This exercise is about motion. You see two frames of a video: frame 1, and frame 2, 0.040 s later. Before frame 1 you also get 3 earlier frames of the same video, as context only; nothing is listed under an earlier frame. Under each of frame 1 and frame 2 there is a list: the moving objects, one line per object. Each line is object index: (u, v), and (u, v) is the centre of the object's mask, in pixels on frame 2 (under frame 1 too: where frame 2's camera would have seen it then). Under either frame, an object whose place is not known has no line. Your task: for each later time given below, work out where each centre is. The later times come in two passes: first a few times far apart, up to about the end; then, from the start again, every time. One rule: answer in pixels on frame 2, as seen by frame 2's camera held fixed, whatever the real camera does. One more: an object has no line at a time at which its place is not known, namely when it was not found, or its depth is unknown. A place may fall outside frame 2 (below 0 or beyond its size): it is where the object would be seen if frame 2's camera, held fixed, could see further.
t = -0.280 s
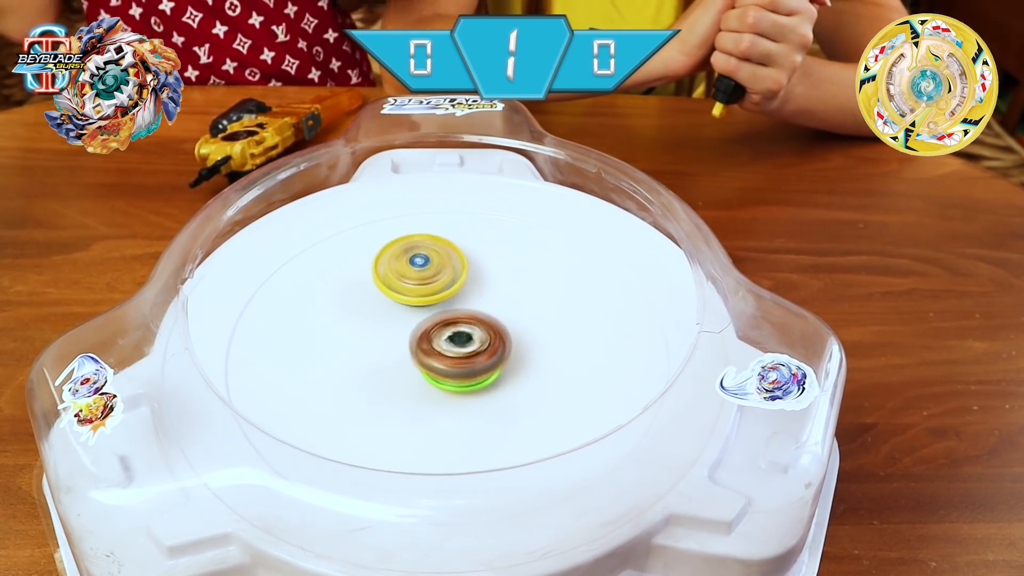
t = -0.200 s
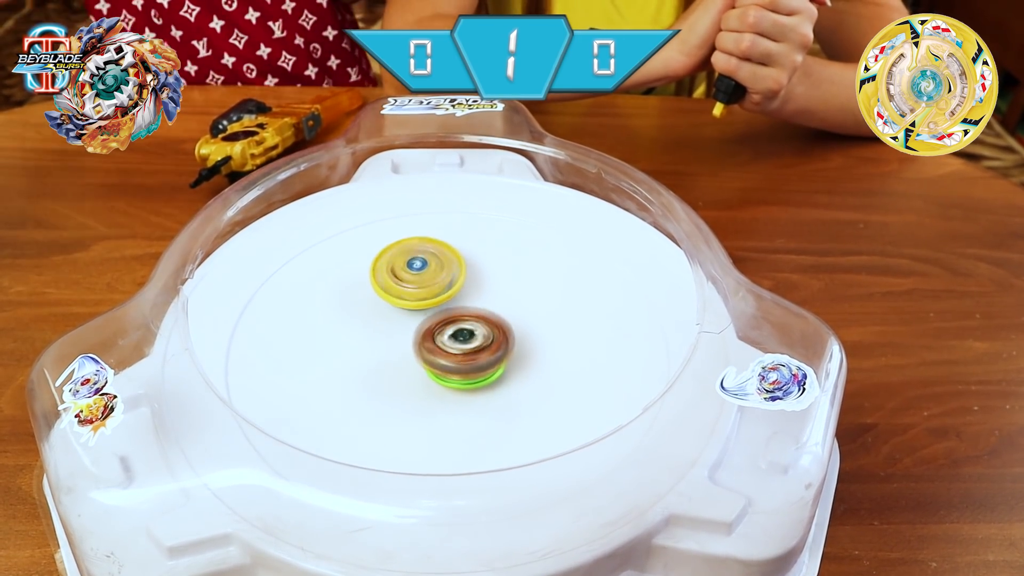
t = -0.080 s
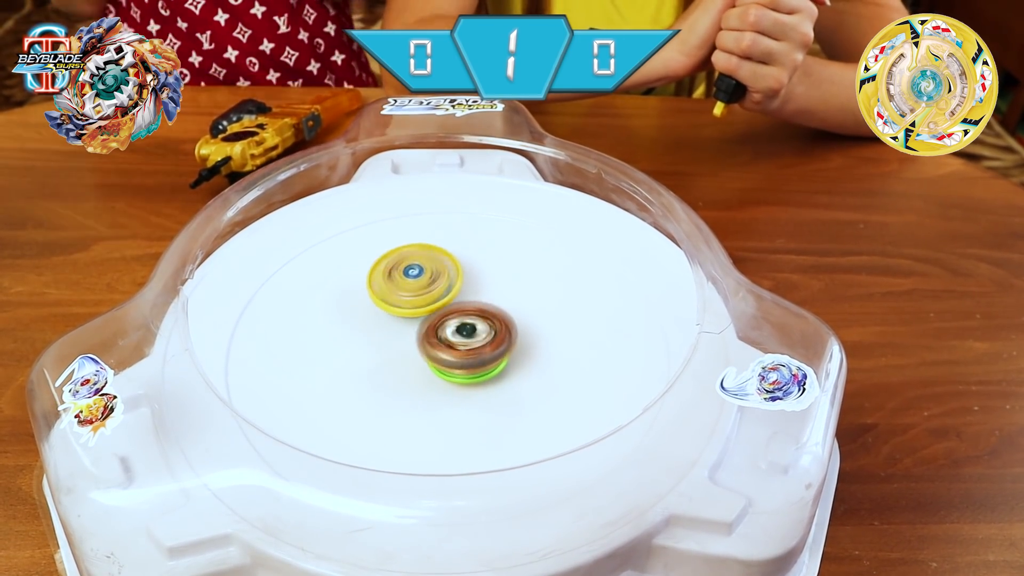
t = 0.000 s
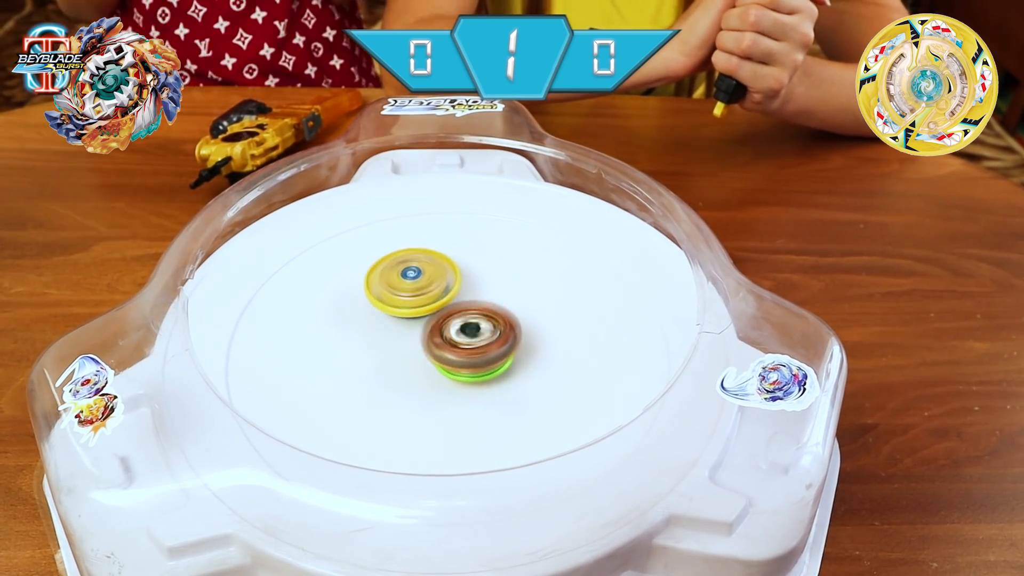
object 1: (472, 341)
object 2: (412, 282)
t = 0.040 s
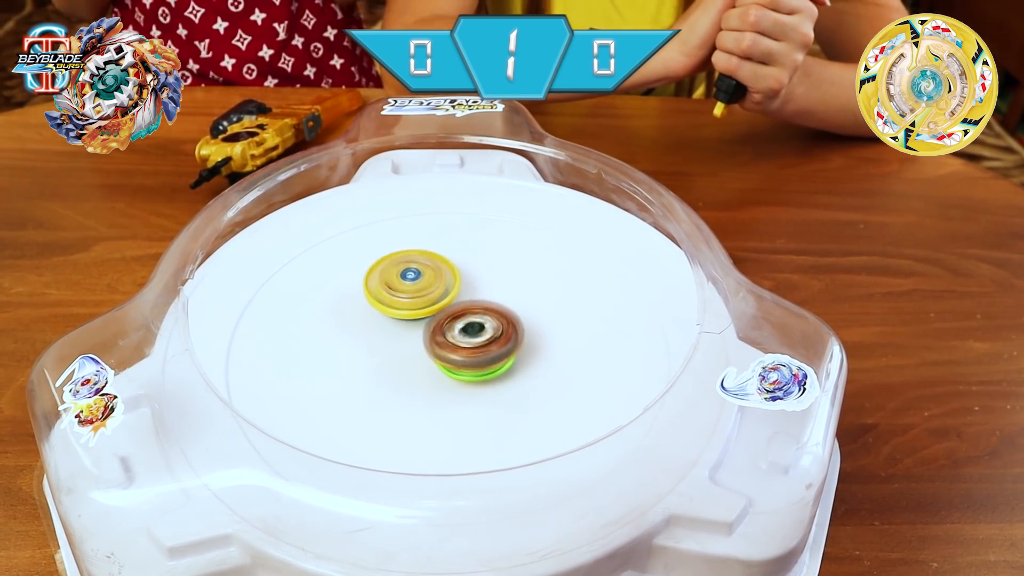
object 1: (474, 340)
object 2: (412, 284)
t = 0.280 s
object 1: (485, 337)
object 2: (391, 288)
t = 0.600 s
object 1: (476, 322)
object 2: (380, 300)
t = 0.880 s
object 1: (475, 318)
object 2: (365, 310)
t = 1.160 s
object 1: (464, 321)
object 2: (361, 325)
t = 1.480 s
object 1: (466, 325)
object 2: (362, 343)
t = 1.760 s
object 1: (469, 327)
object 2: (373, 360)
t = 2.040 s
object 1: (475, 325)
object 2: (387, 375)
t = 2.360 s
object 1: (474, 323)
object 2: (406, 387)
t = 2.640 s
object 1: (470, 321)
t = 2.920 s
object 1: (461, 319)
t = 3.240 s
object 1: (451, 317)
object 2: (451, 393)
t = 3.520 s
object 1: (445, 317)
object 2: (463, 393)
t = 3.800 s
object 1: (441, 318)
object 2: (475, 392)
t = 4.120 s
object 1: (439, 321)
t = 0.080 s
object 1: (476, 339)
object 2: (409, 285)
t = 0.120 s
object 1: (477, 339)
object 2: (407, 287)
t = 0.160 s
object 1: (483, 341)
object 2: (400, 285)
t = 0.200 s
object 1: (484, 339)
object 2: (397, 286)
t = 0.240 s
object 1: (485, 339)
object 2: (394, 287)
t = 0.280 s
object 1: (485, 337)
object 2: (391, 288)
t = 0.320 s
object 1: (485, 335)
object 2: (389, 289)
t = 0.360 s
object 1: (485, 332)
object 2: (387, 290)
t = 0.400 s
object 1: (484, 330)
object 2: (385, 292)
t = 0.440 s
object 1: (484, 328)
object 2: (383, 293)
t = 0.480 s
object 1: (482, 327)
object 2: (382, 295)
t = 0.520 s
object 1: (480, 325)
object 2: (381, 296)
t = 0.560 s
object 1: (478, 324)
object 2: (381, 298)
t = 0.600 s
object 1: (476, 322)
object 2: (380, 300)
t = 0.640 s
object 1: (478, 322)
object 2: (376, 300)
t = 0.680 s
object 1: (478, 320)
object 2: (375, 302)
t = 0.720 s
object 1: (476, 320)
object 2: (374, 304)
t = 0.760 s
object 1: (474, 319)
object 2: (373, 306)
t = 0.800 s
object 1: (474, 319)
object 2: (370, 307)
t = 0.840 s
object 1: (476, 319)
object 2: (366, 308)
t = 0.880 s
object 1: (475, 318)
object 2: (365, 310)
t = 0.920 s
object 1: (474, 319)
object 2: (363, 312)
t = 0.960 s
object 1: (472, 318)
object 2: (362, 314)
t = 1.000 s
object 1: (470, 318)
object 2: (362, 316)
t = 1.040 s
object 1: (469, 319)
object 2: (361, 319)
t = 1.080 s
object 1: (467, 319)
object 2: (361, 321)
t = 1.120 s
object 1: (466, 320)
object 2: (361, 323)
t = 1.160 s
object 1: (464, 321)
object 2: (361, 325)
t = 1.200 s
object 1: (465, 322)
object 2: (360, 327)
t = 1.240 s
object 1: (464, 322)
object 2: (360, 329)
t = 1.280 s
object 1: (463, 322)
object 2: (360, 332)
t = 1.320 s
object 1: (465, 324)
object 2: (360, 334)
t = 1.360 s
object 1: (465, 323)
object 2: (361, 336)
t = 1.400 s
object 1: (465, 324)
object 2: (361, 339)
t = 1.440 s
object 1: (466, 325)
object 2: (362, 341)
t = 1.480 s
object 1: (466, 325)
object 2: (362, 343)
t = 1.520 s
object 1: (466, 325)
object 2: (364, 346)
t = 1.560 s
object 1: (467, 326)
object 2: (365, 348)
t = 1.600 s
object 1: (466, 326)
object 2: (367, 351)
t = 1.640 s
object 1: (466, 327)
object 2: (368, 353)
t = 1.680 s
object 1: (468, 327)
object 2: (369, 355)
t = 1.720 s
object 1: (468, 327)
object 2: (371, 358)
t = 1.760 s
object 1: (469, 327)
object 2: (373, 360)
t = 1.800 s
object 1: (470, 327)
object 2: (375, 362)
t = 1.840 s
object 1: (471, 327)
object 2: (378, 364)
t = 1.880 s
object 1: (471, 327)
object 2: (380, 366)
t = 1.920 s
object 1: (473, 326)
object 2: (380, 369)
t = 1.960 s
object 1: (473, 326)
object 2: (383, 371)
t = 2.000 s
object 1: (474, 326)
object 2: (384, 373)
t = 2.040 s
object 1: (475, 325)
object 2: (387, 375)
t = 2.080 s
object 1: (475, 325)
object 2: (389, 377)
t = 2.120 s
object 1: (474, 325)
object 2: (391, 379)
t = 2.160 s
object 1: (474, 325)
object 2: (394, 380)
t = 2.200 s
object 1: (474, 325)
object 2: (397, 382)
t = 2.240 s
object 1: (474, 324)
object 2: (400, 383)
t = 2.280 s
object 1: (473, 324)
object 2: (403, 384)
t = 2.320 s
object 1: (473, 325)
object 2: (406, 385)
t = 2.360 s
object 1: (474, 323)
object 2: (406, 387)
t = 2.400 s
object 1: (473, 323)
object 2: (408, 388)
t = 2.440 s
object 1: (473, 323)
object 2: (411, 389)
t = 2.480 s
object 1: (473, 323)
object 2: (413, 390)
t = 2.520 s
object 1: (472, 323)
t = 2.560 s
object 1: (472, 323)
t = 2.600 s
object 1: (471, 322)
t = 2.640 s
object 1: (470, 321)
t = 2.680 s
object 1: (468, 321)
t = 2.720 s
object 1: (467, 320)
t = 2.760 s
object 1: (466, 320)
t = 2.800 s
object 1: (465, 320)
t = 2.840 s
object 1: (464, 319)
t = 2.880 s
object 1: (462, 319)
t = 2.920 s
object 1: (461, 319)
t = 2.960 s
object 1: (460, 318)
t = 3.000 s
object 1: (458, 318)
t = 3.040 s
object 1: (457, 318)
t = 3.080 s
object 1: (456, 317)
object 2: (444, 394)
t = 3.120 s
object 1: (454, 317)
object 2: (446, 394)
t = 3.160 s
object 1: (453, 317)
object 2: (447, 394)
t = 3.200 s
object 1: (453, 317)
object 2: (449, 394)
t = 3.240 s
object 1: (451, 317)
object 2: (451, 393)
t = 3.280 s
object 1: (451, 317)
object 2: (451, 395)
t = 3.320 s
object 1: (449, 316)
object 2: (454, 393)
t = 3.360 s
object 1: (449, 316)
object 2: (455, 395)
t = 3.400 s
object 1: (447, 316)
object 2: (456, 394)
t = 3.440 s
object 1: (445, 317)
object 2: (459, 394)
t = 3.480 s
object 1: (445, 317)
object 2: (461, 393)
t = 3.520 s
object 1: (445, 317)
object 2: (463, 393)
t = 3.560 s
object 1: (444, 317)
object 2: (463, 393)
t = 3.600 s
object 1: (443, 317)
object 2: (465, 393)
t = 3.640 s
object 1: (441, 318)
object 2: (466, 392)
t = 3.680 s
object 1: (441, 317)
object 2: (469, 394)
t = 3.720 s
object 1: (440, 318)
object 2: (471, 393)
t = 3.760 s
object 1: (440, 318)
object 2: (473, 393)
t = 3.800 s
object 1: (441, 318)
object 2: (475, 392)
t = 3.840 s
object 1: (441, 319)
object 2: (476, 391)
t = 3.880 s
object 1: (440, 319)
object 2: (478, 392)
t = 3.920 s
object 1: (438, 320)
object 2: (479, 393)
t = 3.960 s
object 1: (439, 321)
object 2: (482, 392)
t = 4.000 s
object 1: (439, 320)
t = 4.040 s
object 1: (439, 320)
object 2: (485, 390)
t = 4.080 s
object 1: (438, 320)
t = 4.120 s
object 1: (439, 321)
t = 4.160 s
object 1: (439, 320)
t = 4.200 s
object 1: (438, 320)
